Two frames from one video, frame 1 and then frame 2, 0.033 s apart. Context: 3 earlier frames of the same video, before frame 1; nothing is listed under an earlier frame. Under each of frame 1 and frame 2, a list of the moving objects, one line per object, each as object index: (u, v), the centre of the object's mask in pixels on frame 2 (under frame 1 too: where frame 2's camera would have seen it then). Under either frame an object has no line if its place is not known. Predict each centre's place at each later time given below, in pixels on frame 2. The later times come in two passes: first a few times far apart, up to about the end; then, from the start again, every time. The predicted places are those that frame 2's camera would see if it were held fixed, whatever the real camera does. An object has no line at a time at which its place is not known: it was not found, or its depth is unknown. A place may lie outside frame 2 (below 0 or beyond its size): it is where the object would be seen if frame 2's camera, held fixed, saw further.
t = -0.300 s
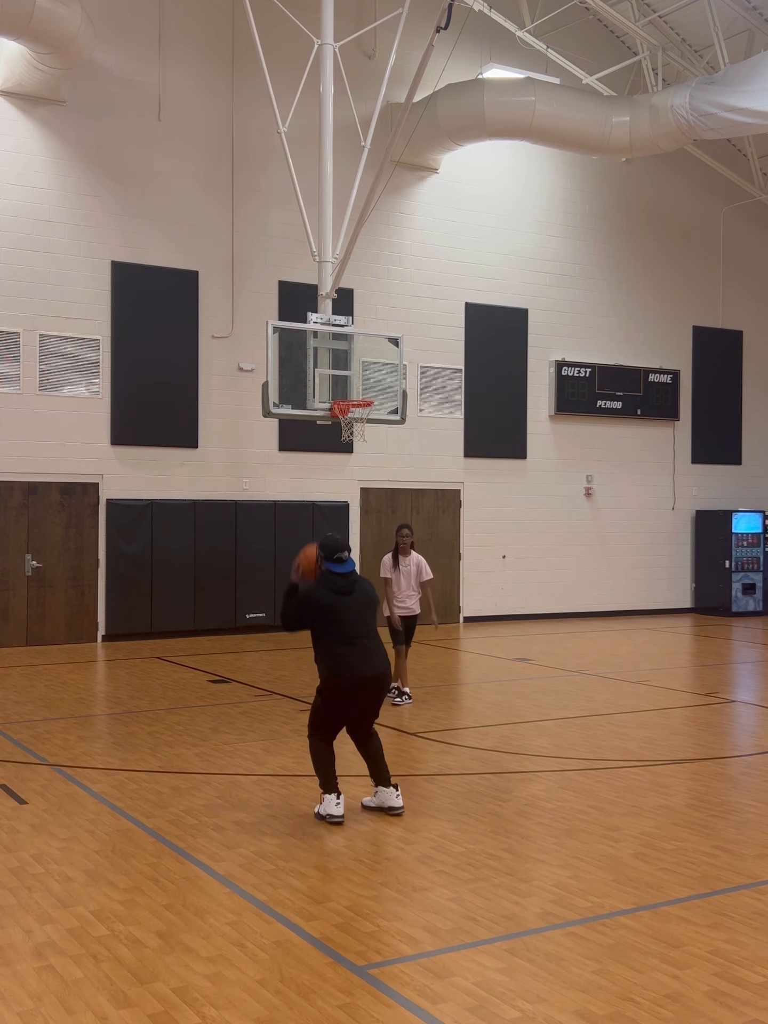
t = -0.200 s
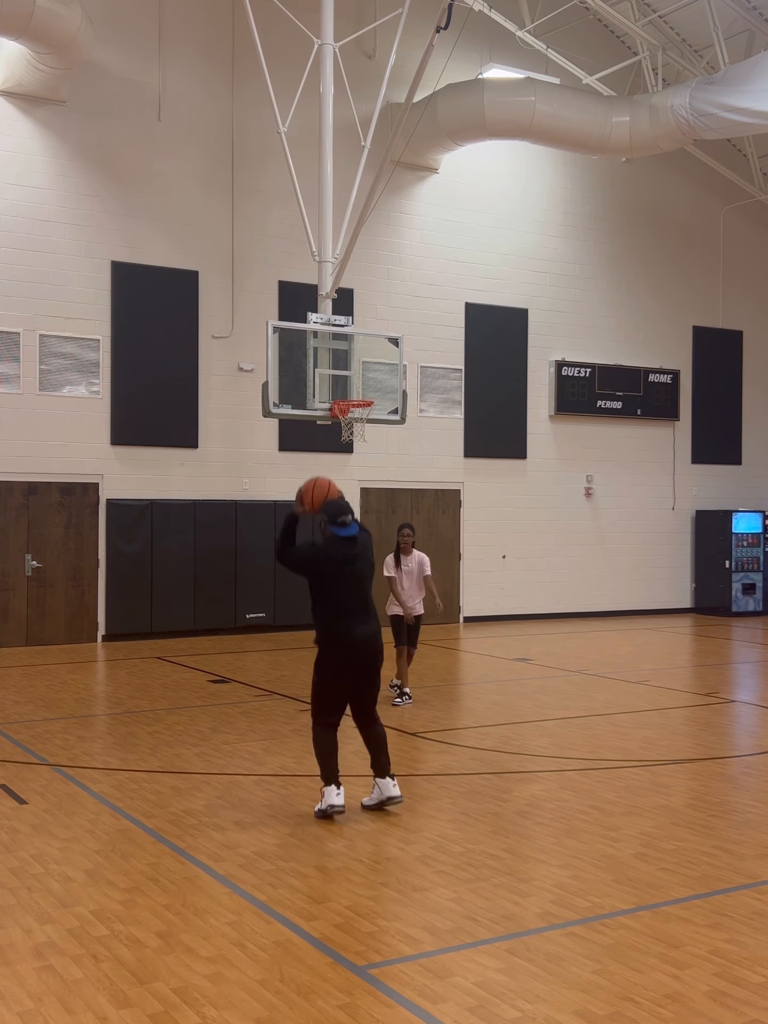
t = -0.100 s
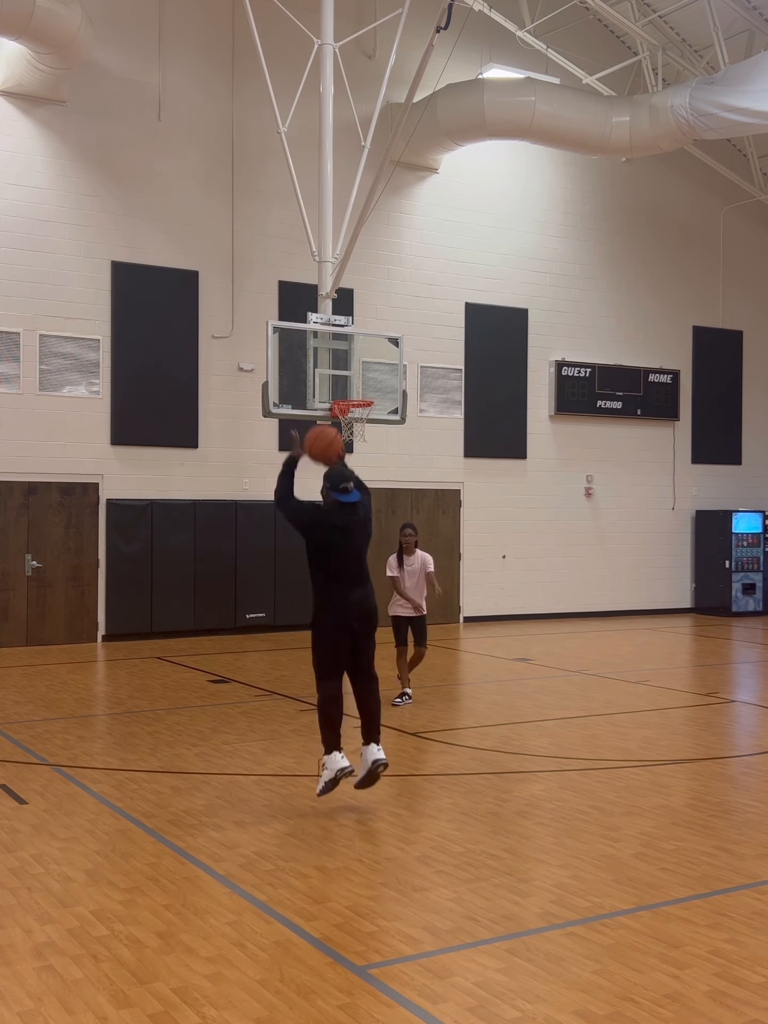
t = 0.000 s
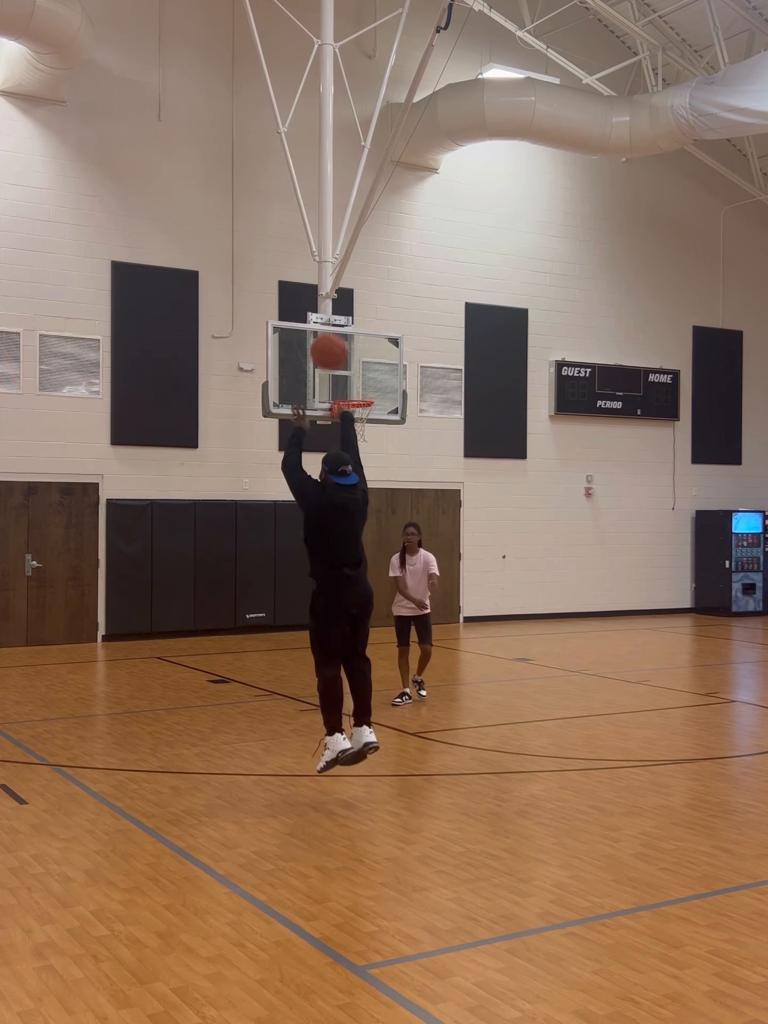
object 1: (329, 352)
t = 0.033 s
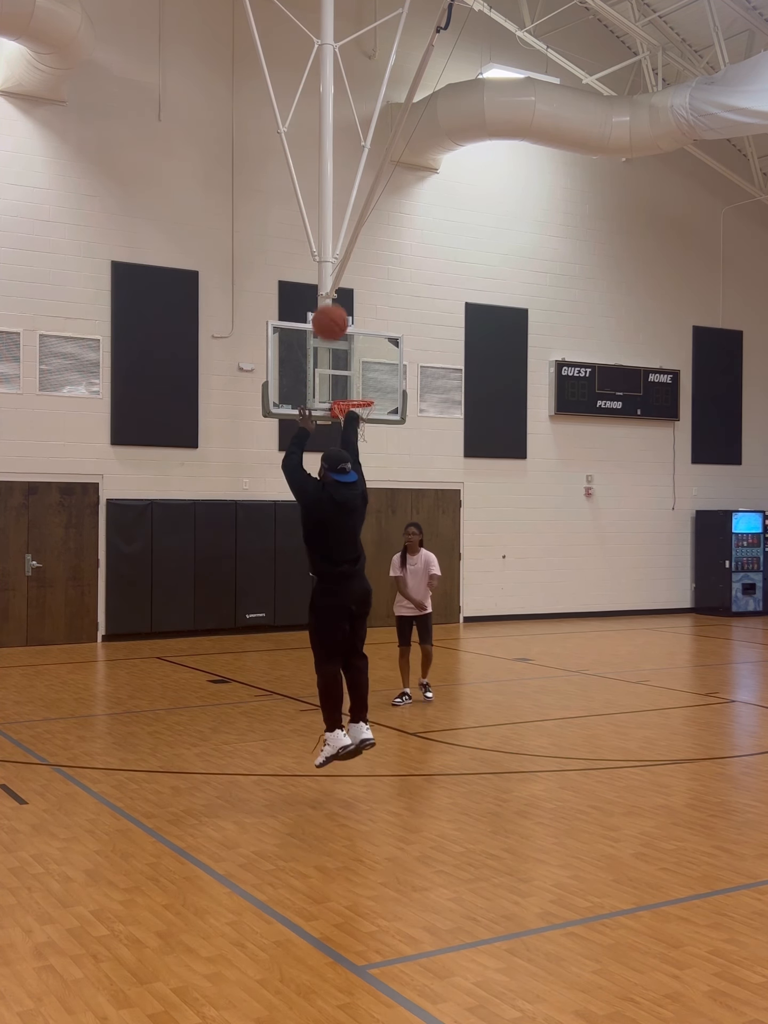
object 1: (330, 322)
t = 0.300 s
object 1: (338, 177)
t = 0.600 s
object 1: (343, 151)
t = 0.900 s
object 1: (347, 217)
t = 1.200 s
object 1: (348, 345)
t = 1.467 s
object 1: (351, 450)
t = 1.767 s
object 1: (359, 561)
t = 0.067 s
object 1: (332, 296)
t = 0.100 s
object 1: (332, 272)
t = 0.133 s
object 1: (334, 251)
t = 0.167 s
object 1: (334, 232)
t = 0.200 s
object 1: (335, 215)
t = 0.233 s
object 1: (336, 201)
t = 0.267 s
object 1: (337, 188)
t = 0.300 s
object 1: (338, 177)
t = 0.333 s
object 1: (339, 168)
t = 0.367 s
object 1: (340, 161)
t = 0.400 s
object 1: (340, 156)
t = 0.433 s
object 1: (341, 151)
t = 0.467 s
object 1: (341, 149)
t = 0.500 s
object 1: (342, 147)
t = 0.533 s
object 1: (343, 147)
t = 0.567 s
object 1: (343, 149)
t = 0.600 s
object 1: (343, 151)
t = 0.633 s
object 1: (344, 154)
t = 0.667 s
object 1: (345, 159)
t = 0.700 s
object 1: (345, 165)
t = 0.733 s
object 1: (345, 171)
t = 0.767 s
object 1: (346, 178)
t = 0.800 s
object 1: (346, 187)
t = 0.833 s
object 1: (346, 196)
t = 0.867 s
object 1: (347, 206)
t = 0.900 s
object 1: (347, 217)
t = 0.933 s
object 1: (347, 229)
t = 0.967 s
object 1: (348, 241)
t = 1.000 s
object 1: (348, 254)
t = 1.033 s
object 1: (348, 268)
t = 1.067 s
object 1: (348, 283)
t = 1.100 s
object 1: (348, 297)
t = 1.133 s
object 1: (348, 312)
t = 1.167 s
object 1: (348, 329)
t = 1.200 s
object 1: (348, 345)
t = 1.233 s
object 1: (348, 362)
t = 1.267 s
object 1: (348, 380)
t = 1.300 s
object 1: (349, 395)
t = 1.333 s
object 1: (350, 413)
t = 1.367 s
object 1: (349, 427)
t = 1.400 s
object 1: (349, 435)
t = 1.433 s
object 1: (350, 442)
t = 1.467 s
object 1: (351, 450)
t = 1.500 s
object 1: (352, 460)
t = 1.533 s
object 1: (353, 470)
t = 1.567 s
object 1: (354, 480)
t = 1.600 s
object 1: (355, 492)
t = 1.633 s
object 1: (356, 504)
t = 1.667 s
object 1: (357, 517)
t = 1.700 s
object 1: (358, 531)
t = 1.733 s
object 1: (358, 545)
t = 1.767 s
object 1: (359, 561)
